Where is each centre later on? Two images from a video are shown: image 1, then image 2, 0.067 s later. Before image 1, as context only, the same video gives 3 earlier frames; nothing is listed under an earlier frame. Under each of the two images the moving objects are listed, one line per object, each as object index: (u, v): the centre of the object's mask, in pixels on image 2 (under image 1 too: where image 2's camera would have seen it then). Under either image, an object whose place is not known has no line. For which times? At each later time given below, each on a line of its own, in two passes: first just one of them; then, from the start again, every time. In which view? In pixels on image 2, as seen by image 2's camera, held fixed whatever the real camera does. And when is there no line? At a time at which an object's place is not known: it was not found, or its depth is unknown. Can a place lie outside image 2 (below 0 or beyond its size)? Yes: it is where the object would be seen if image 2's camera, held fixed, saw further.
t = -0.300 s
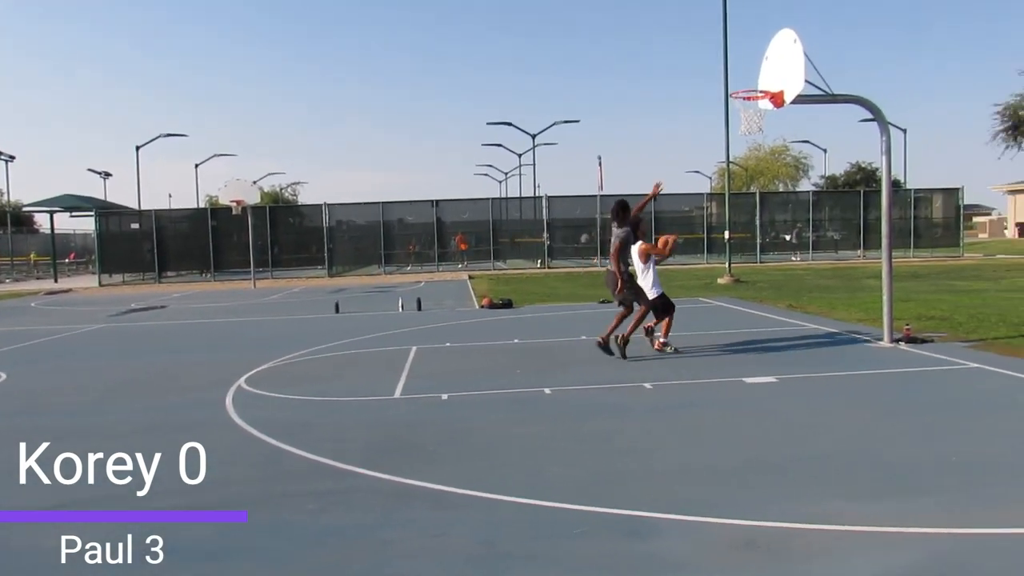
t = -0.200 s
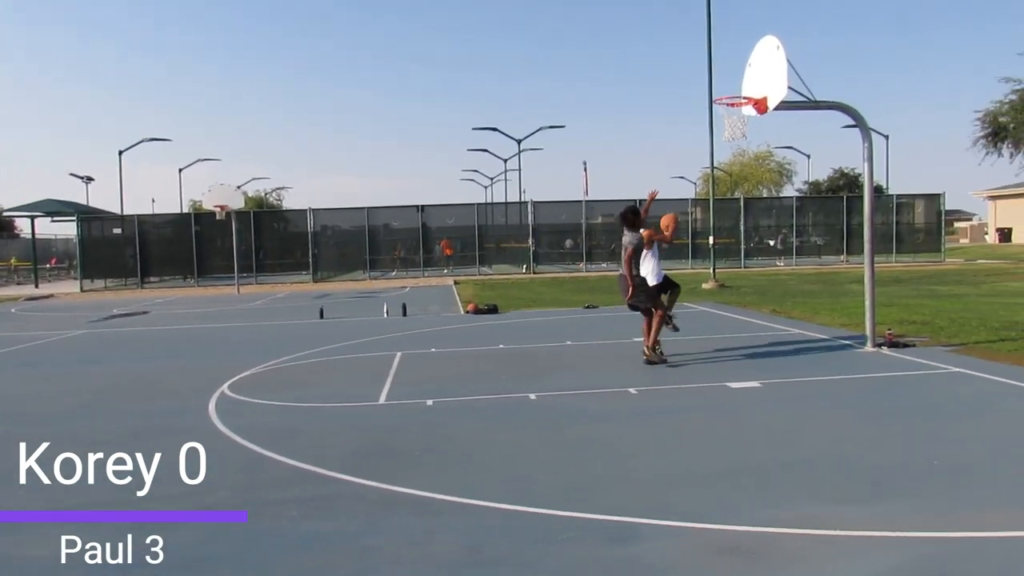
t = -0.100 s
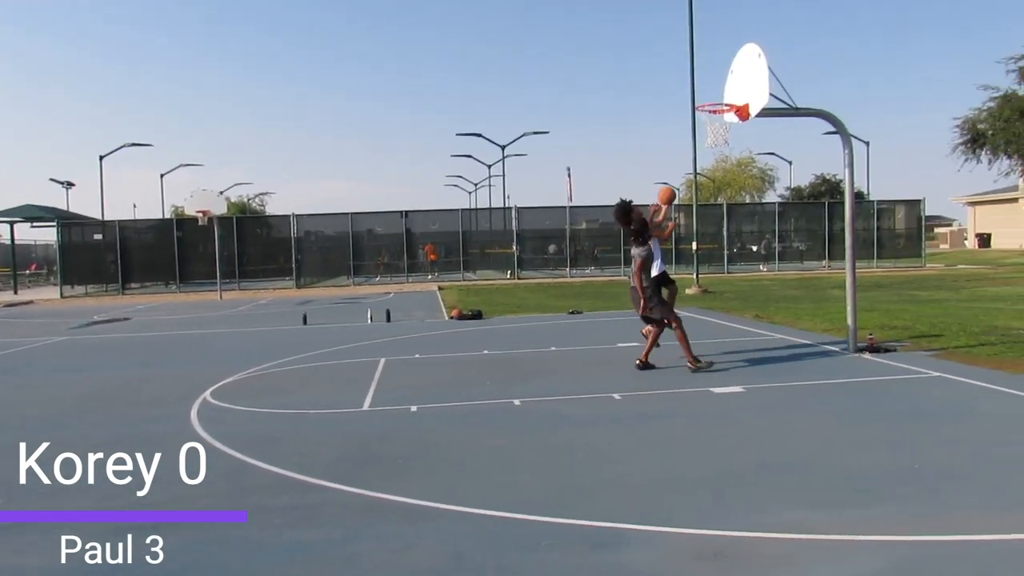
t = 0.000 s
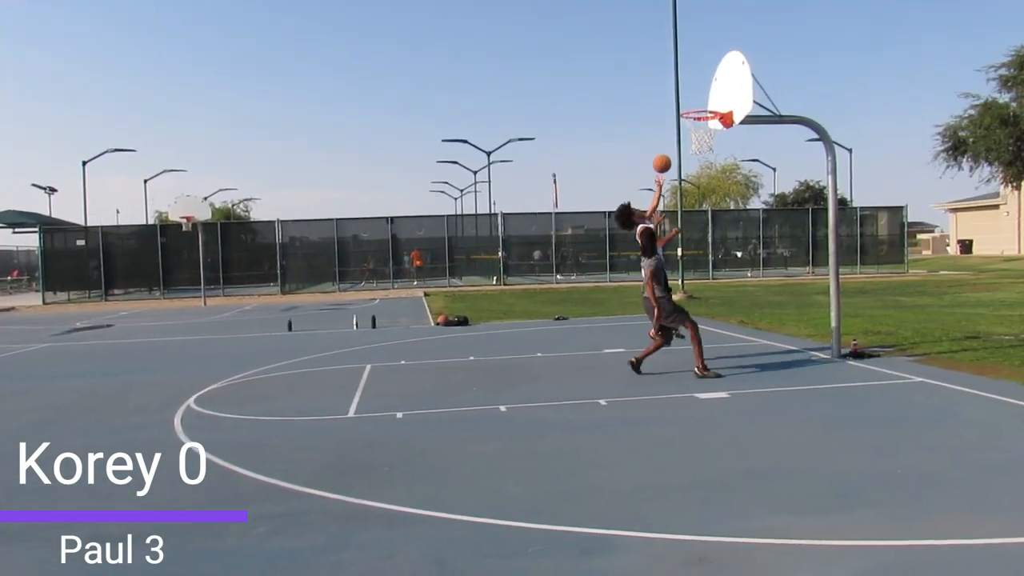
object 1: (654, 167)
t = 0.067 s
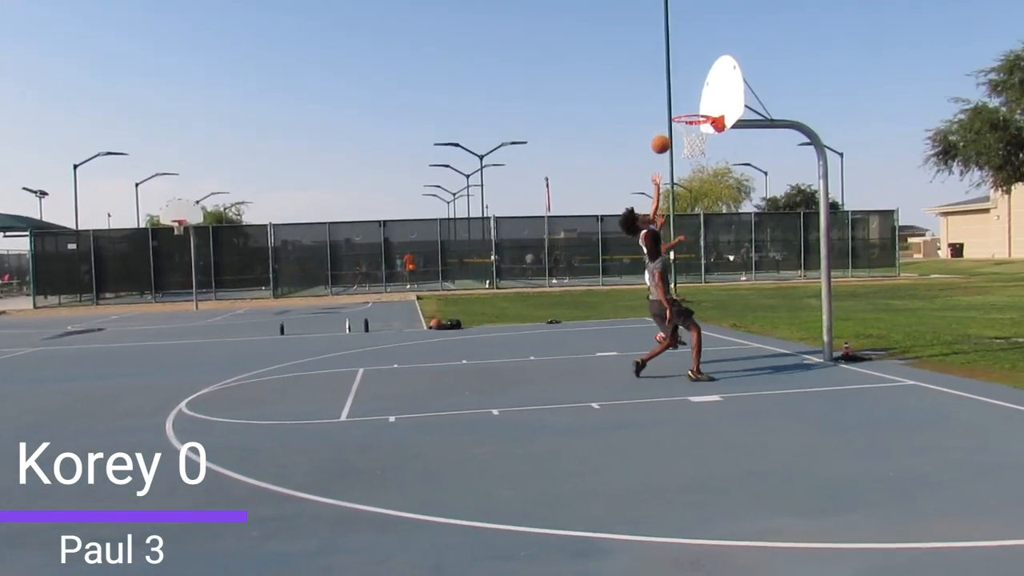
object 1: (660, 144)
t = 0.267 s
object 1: (681, 94)
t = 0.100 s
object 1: (664, 133)
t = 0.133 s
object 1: (667, 124)
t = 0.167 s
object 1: (670, 115)
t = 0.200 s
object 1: (674, 107)
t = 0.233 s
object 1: (677, 100)
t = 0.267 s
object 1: (681, 94)
